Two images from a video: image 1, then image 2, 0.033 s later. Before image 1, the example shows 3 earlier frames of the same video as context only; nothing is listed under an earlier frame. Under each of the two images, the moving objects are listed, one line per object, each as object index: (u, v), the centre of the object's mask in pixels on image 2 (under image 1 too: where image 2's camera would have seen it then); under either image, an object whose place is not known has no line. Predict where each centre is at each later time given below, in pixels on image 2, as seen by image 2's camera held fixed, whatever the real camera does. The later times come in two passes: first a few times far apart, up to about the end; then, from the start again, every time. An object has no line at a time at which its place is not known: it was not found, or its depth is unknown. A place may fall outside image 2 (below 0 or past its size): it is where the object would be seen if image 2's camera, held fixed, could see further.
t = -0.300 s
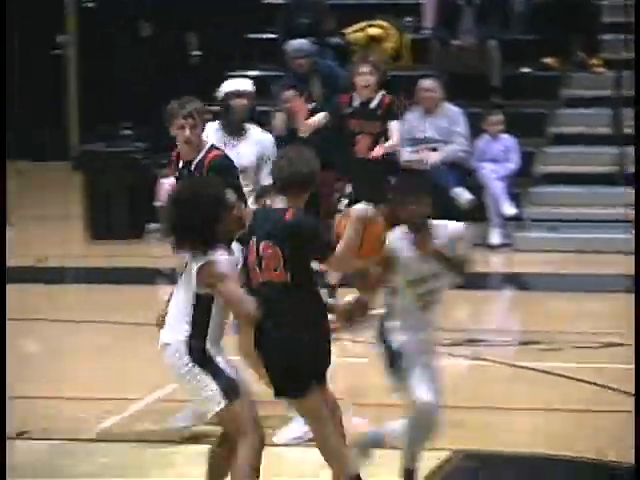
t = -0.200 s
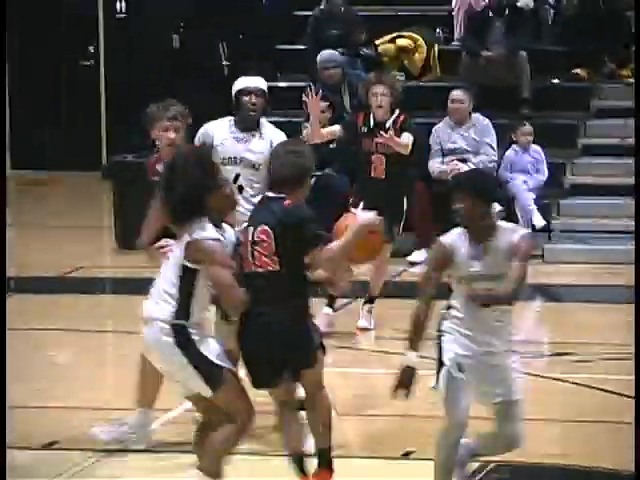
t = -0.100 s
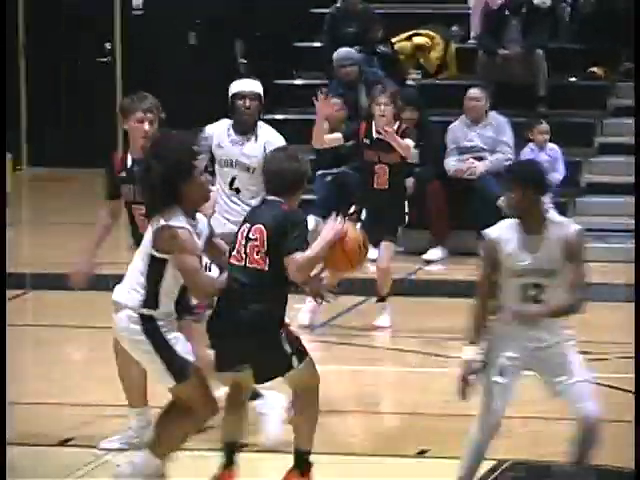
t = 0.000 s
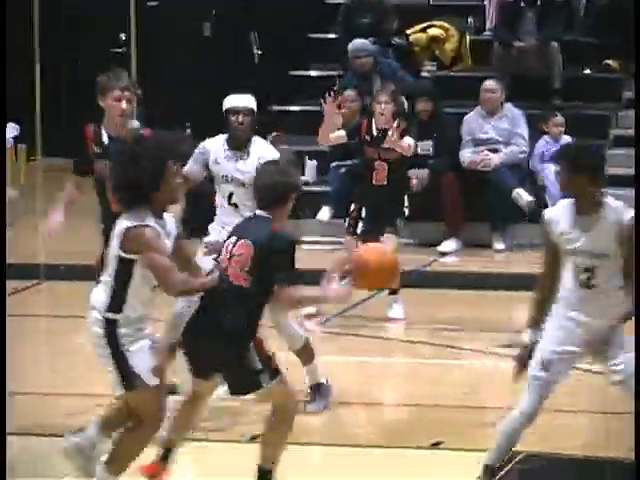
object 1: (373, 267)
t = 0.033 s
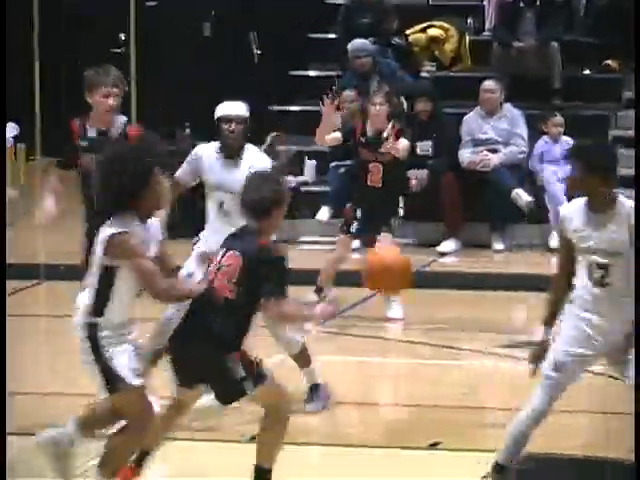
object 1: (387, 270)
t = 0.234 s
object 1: (460, 332)
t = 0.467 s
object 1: (535, 380)
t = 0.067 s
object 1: (399, 275)
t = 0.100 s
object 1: (412, 280)
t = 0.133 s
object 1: (424, 290)
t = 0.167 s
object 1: (435, 302)
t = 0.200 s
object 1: (448, 314)
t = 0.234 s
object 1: (460, 332)
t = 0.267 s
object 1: (471, 347)
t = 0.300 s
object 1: (483, 366)
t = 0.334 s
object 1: (494, 387)
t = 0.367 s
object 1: (505, 411)
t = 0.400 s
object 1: (516, 427)
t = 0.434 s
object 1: (526, 402)
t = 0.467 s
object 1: (535, 380)
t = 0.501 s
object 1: (546, 358)
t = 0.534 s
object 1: (556, 339)
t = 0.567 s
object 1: (565, 322)
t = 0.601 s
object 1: (572, 311)
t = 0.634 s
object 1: (583, 299)
